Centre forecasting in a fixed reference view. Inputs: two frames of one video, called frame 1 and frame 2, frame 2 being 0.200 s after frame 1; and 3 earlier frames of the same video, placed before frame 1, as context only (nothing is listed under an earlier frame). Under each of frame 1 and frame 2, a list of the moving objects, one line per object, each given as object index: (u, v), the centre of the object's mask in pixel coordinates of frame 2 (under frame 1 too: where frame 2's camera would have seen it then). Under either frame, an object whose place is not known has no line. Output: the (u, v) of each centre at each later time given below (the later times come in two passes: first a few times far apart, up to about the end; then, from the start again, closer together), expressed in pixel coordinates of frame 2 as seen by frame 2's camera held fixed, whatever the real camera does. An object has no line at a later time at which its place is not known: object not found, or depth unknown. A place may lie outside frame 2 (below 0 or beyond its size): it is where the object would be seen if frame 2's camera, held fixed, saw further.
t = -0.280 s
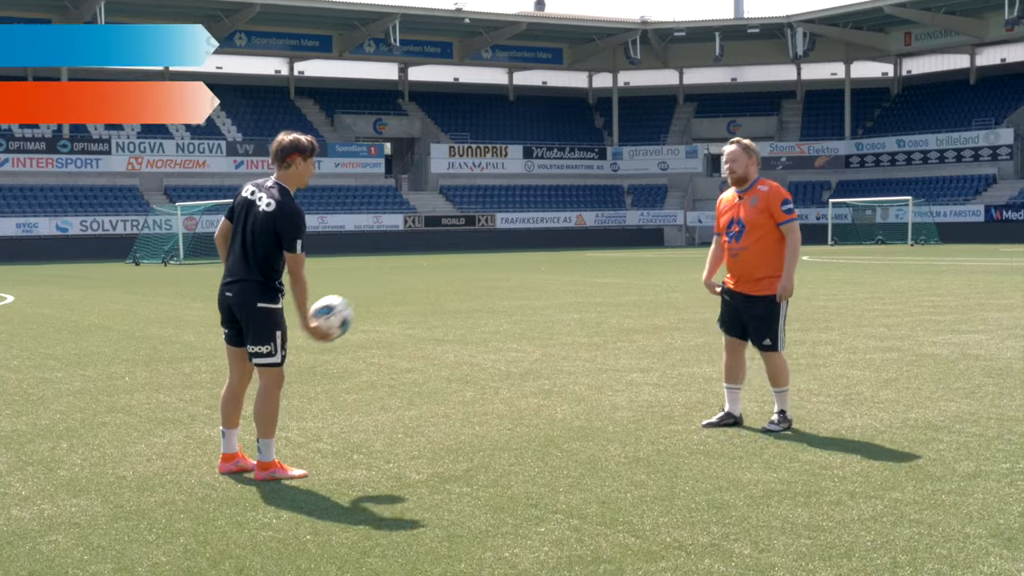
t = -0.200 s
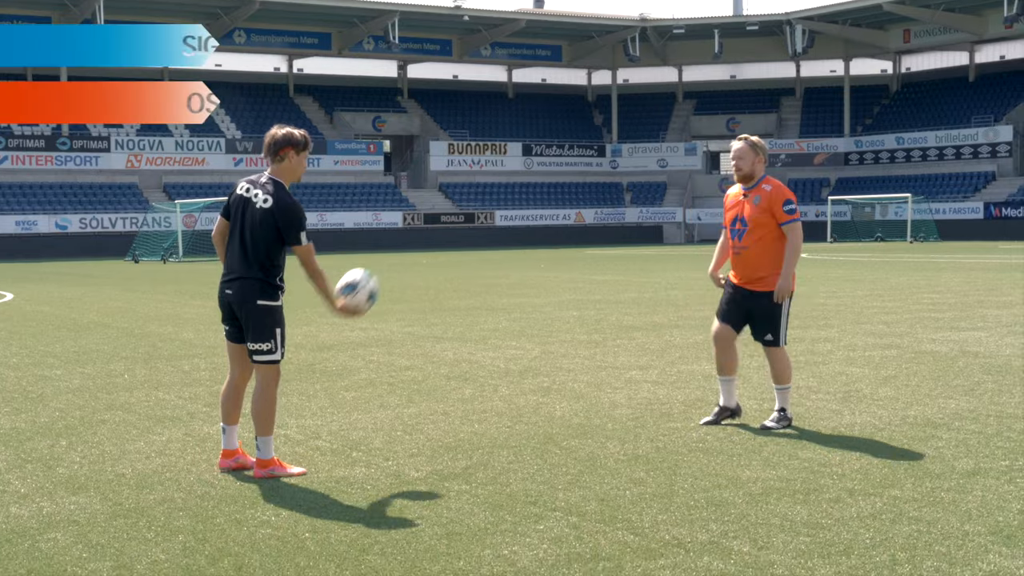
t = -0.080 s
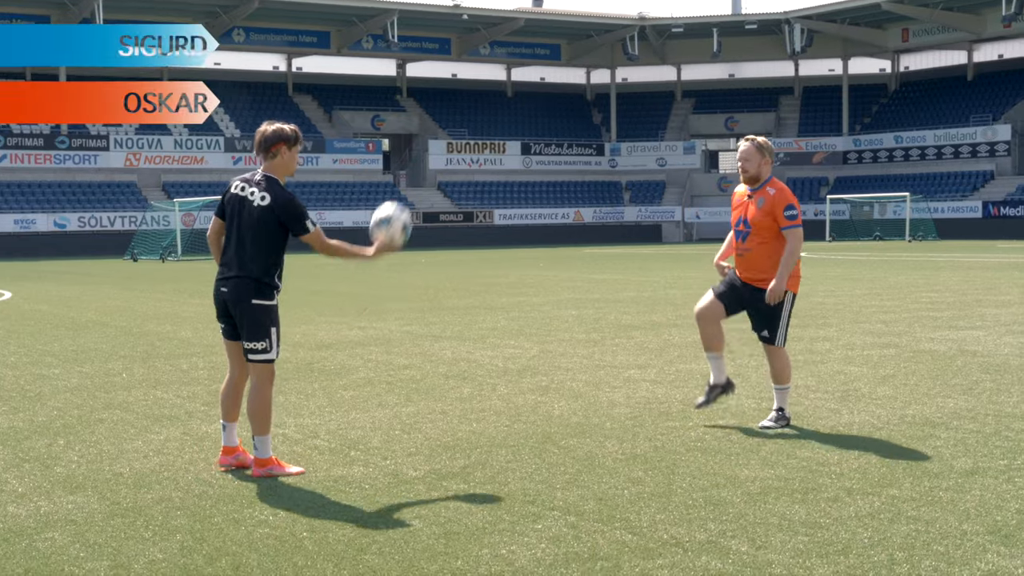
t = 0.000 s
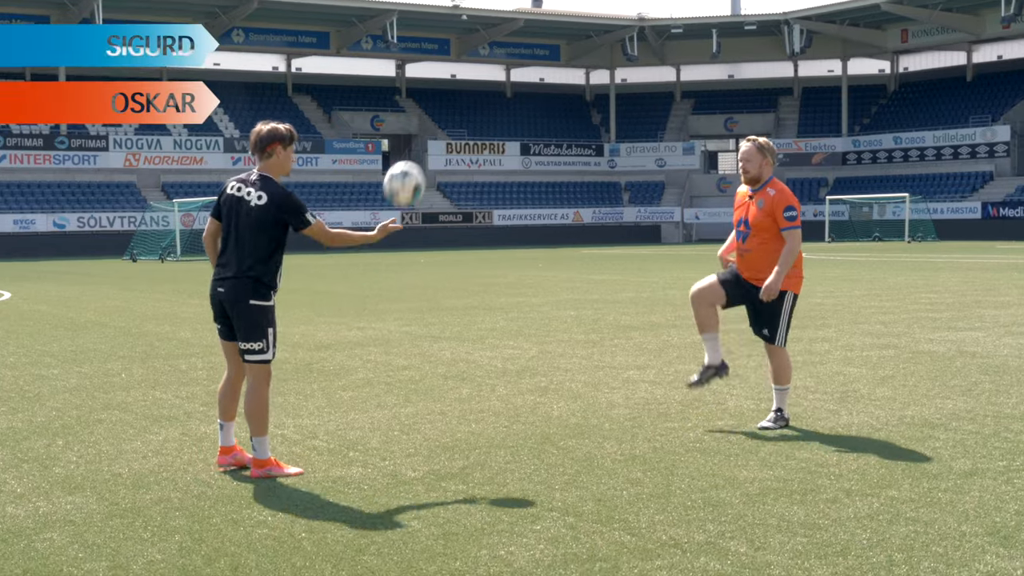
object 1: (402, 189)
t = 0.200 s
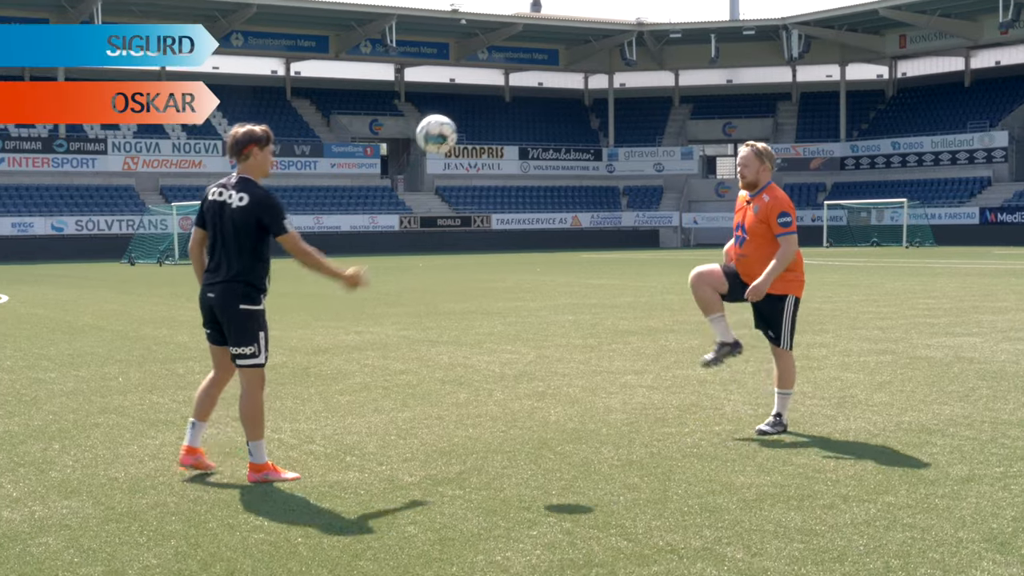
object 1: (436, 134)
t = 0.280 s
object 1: (449, 134)
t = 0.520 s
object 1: (487, 195)
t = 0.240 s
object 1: (443, 133)
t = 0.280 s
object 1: (449, 134)
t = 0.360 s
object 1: (462, 143)
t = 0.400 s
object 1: (467, 152)
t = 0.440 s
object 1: (474, 164)
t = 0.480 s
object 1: (481, 179)
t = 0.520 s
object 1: (487, 195)
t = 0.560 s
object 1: (493, 217)
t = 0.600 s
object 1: (499, 238)
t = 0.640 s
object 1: (503, 262)
